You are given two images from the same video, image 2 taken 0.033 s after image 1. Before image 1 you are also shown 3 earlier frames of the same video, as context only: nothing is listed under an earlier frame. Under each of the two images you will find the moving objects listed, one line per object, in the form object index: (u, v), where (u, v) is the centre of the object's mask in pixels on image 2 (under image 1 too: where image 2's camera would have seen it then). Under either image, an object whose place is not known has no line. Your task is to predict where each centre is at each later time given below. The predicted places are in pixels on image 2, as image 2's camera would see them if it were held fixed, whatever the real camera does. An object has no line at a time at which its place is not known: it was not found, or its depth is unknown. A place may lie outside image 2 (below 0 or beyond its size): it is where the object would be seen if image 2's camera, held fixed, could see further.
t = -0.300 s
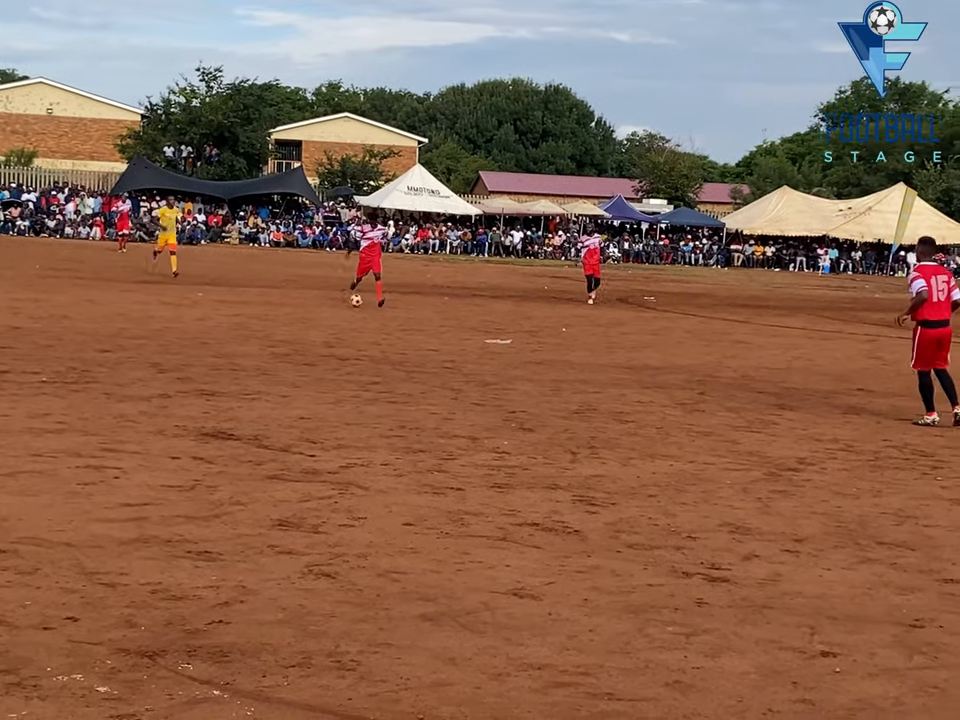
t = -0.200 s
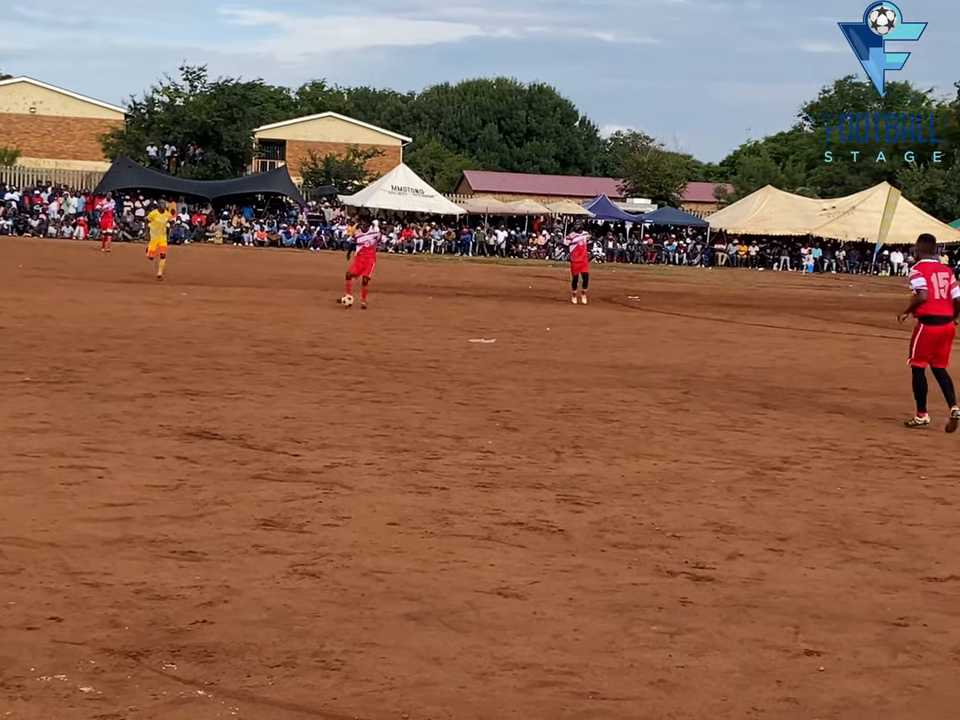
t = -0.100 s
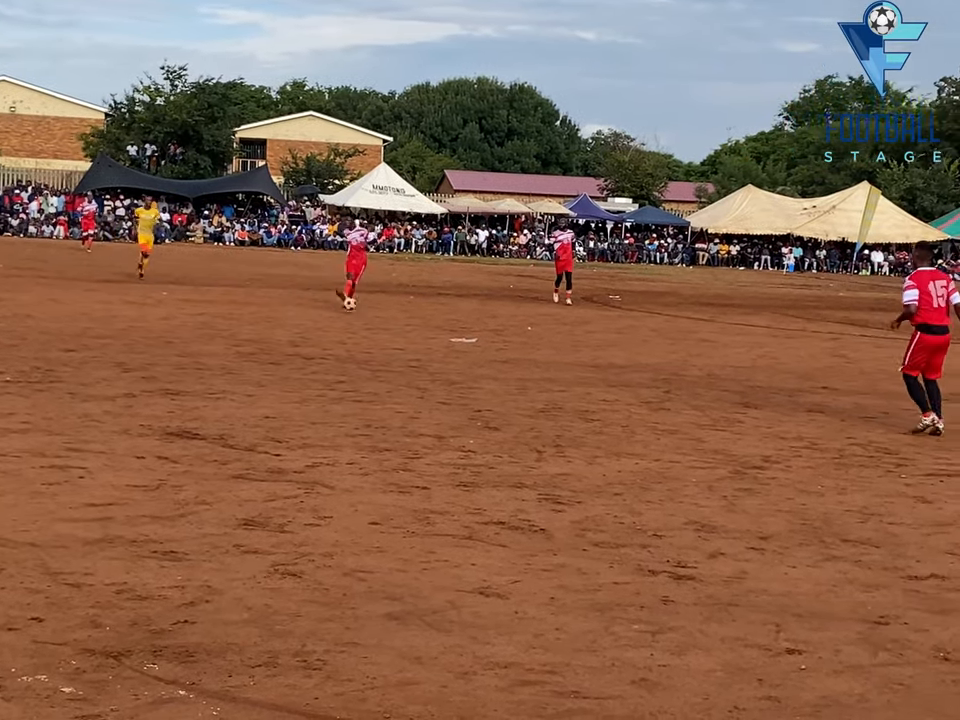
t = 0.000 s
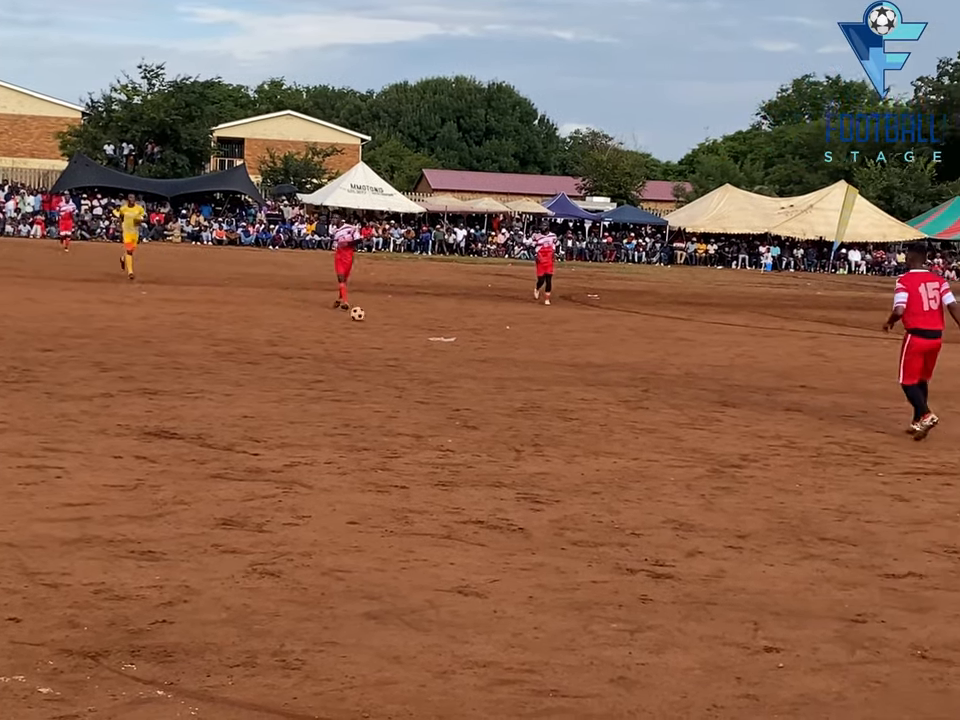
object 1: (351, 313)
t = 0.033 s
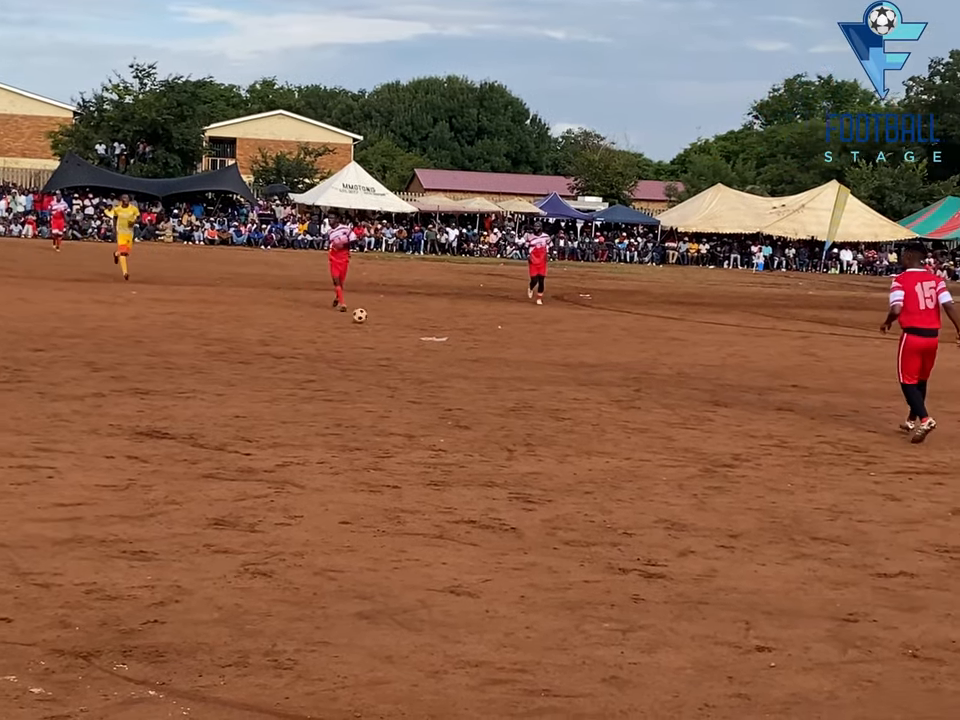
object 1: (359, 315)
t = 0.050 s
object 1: (363, 315)
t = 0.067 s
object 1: (368, 315)
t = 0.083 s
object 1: (372, 316)
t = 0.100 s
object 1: (377, 317)
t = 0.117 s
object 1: (381, 318)
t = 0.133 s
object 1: (386, 319)
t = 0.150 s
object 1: (392, 321)
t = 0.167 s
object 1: (396, 323)
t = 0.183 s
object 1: (401, 325)
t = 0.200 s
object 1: (406, 328)
